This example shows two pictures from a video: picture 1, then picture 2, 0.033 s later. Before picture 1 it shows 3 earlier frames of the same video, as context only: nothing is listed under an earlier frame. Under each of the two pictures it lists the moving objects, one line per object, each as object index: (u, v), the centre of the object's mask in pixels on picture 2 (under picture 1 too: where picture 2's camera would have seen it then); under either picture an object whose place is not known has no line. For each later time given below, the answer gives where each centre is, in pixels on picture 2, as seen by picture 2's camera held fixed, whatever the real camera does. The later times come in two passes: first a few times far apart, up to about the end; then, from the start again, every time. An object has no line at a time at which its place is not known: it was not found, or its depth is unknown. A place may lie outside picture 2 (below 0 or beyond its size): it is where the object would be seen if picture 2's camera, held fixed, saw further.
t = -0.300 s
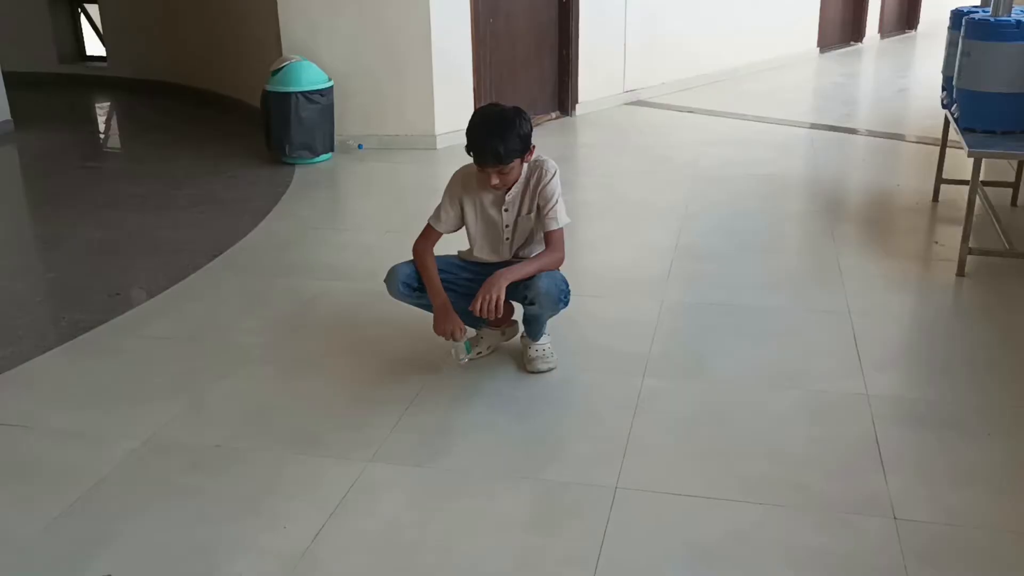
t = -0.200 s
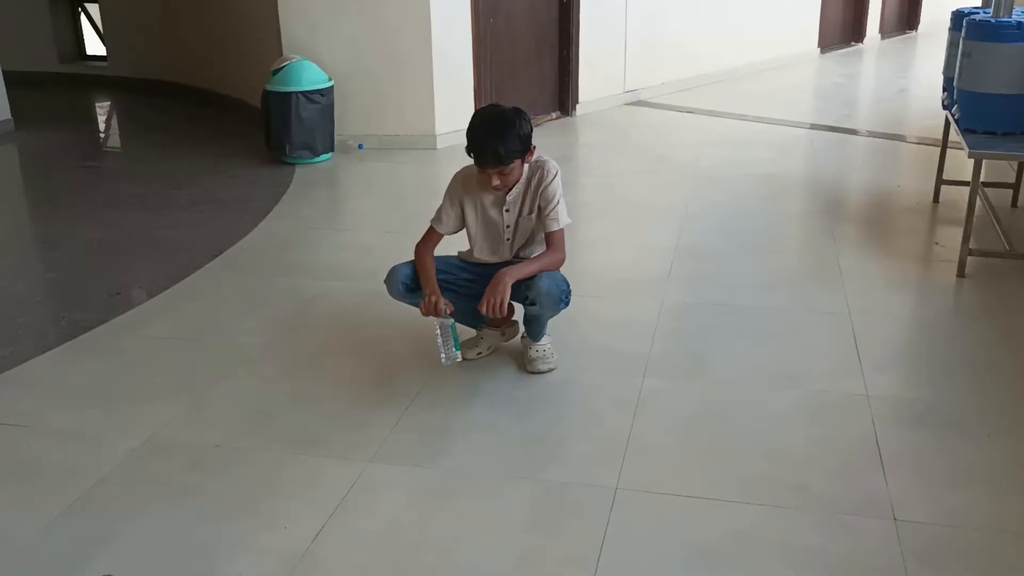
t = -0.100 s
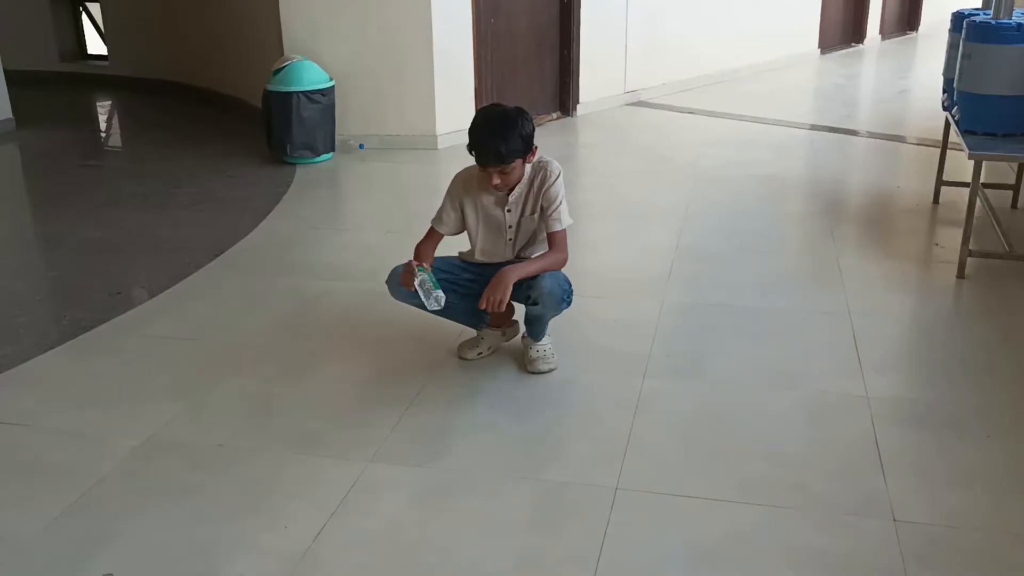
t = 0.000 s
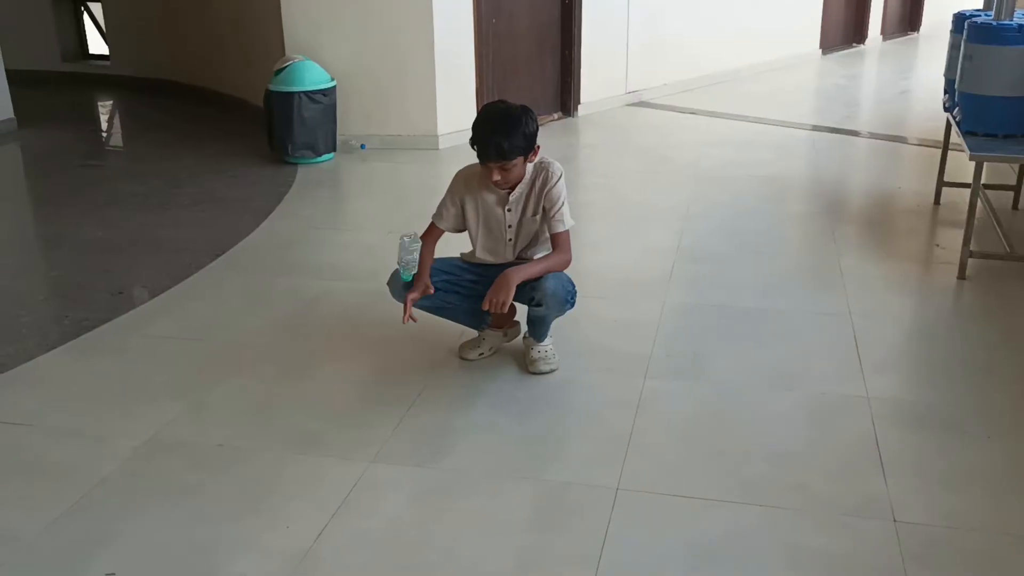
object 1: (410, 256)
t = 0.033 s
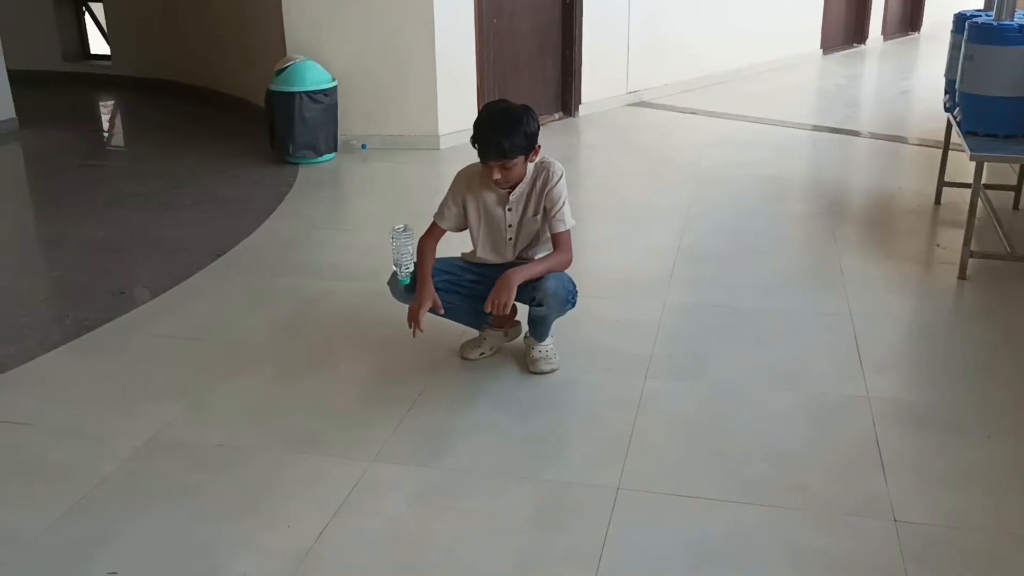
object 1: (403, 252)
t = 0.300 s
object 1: (354, 376)
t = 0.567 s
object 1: (322, 453)
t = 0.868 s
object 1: (321, 456)
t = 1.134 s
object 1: (321, 456)
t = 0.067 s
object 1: (396, 254)
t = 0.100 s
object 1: (389, 259)
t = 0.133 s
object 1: (384, 269)
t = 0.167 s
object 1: (377, 281)
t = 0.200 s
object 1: (371, 298)
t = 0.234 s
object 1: (365, 319)
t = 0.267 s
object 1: (359, 345)
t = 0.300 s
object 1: (354, 376)
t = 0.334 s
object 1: (350, 409)
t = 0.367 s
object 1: (346, 425)
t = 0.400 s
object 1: (341, 429)
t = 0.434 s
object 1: (335, 430)
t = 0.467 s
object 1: (333, 432)
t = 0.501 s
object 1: (328, 441)
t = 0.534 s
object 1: (323, 451)
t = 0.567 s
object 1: (322, 453)
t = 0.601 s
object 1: (321, 454)
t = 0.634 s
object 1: (322, 455)
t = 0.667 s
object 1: (321, 456)
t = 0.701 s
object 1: (321, 456)
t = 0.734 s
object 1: (321, 456)
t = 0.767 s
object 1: (321, 456)
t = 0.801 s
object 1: (321, 456)
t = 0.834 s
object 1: (321, 456)
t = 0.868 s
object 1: (321, 456)
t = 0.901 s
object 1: (321, 456)
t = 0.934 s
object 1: (321, 456)
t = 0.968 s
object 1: (321, 456)
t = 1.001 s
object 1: (321, 456)
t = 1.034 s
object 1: (321, 457)
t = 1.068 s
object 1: (321, 456)
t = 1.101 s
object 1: (321, 456)
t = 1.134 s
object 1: (321, 456)
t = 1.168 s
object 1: (321, 456)
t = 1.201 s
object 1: (321, 457)
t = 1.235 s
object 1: (321, 457)
